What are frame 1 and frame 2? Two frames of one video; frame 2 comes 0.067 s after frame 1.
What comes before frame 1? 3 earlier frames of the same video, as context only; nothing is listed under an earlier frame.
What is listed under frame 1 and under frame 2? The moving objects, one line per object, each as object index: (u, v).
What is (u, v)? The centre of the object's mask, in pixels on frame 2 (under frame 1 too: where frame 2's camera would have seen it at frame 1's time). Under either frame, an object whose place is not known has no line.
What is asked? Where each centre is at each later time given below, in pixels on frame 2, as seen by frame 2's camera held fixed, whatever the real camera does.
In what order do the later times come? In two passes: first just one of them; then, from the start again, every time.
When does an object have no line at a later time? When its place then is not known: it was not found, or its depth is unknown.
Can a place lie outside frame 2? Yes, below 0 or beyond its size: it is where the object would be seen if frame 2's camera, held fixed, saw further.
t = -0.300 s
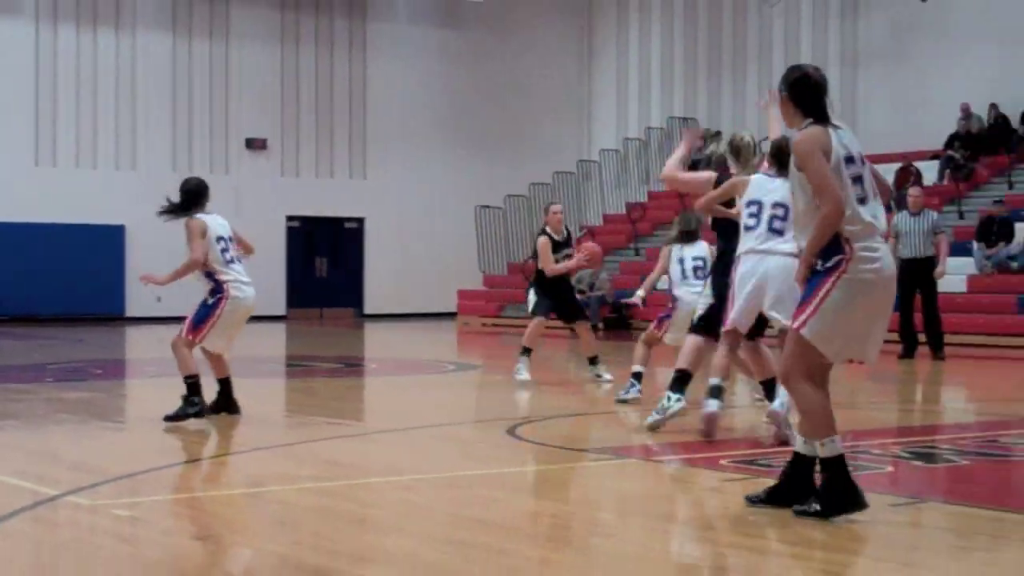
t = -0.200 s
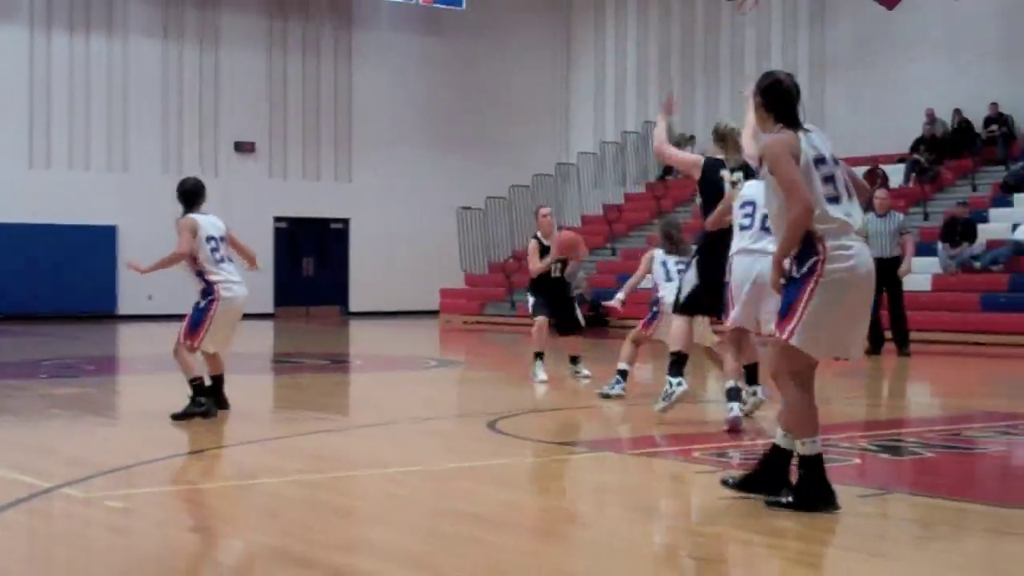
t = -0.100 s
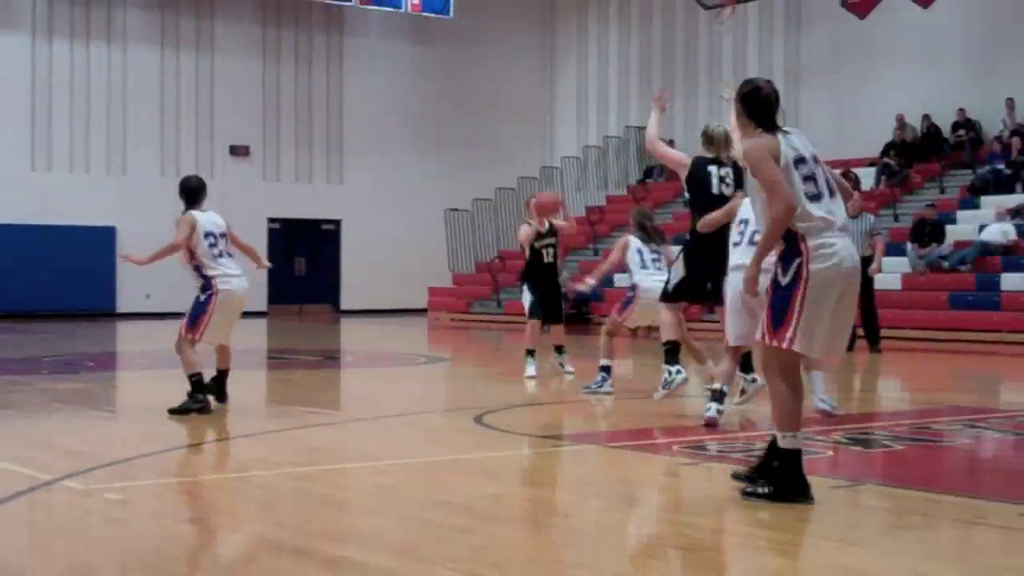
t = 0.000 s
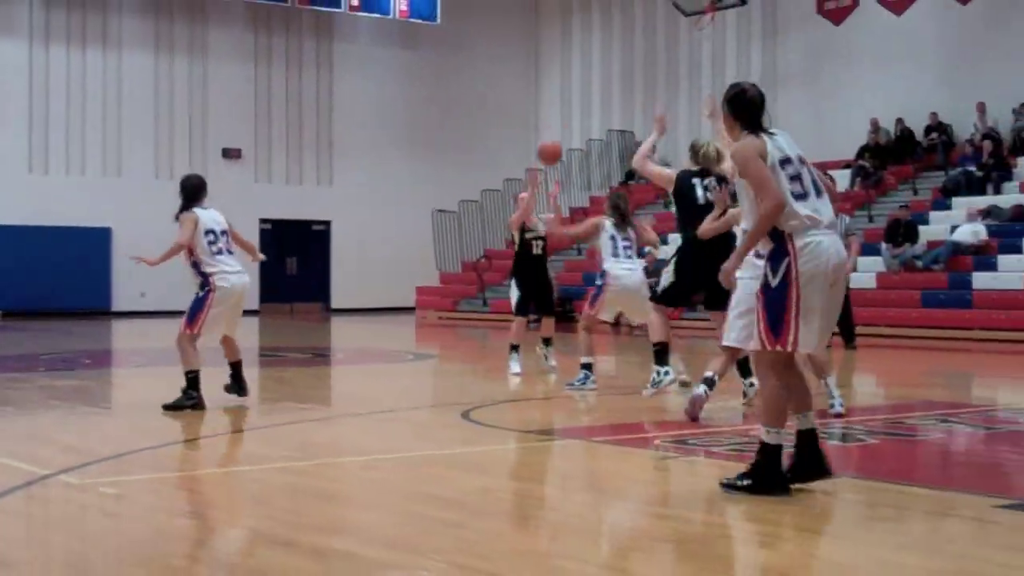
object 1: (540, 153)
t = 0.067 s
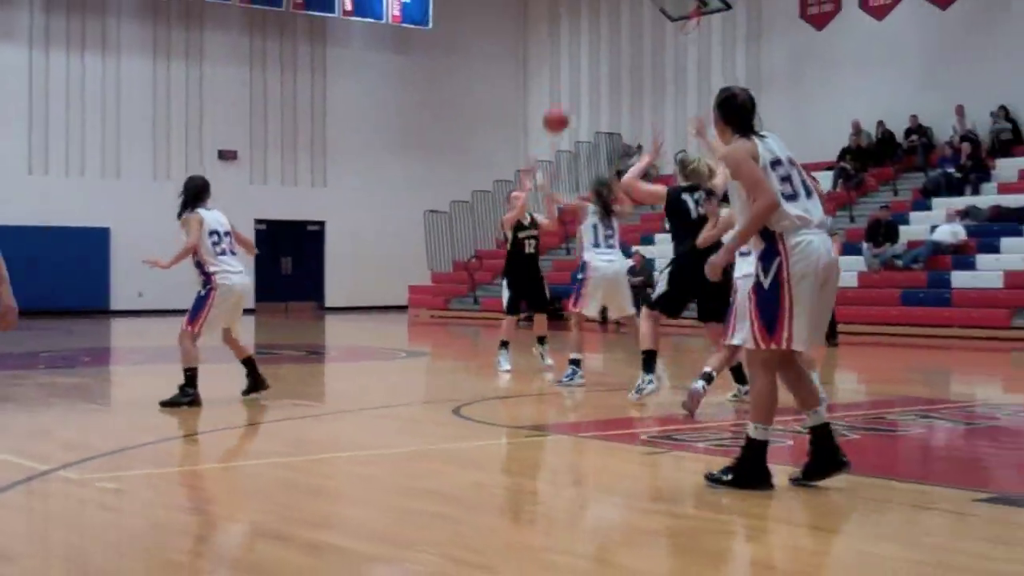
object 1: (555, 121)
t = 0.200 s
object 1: (589, 70)
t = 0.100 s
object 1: (564, 105)
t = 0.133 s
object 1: (572, 92)
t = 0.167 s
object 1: (582, 80)
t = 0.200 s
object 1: (589, 70)
